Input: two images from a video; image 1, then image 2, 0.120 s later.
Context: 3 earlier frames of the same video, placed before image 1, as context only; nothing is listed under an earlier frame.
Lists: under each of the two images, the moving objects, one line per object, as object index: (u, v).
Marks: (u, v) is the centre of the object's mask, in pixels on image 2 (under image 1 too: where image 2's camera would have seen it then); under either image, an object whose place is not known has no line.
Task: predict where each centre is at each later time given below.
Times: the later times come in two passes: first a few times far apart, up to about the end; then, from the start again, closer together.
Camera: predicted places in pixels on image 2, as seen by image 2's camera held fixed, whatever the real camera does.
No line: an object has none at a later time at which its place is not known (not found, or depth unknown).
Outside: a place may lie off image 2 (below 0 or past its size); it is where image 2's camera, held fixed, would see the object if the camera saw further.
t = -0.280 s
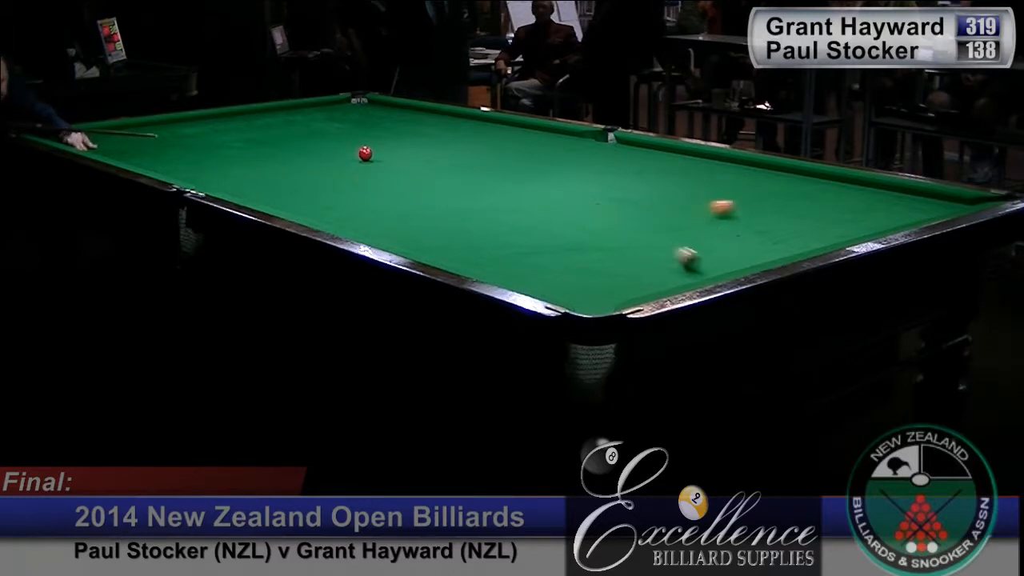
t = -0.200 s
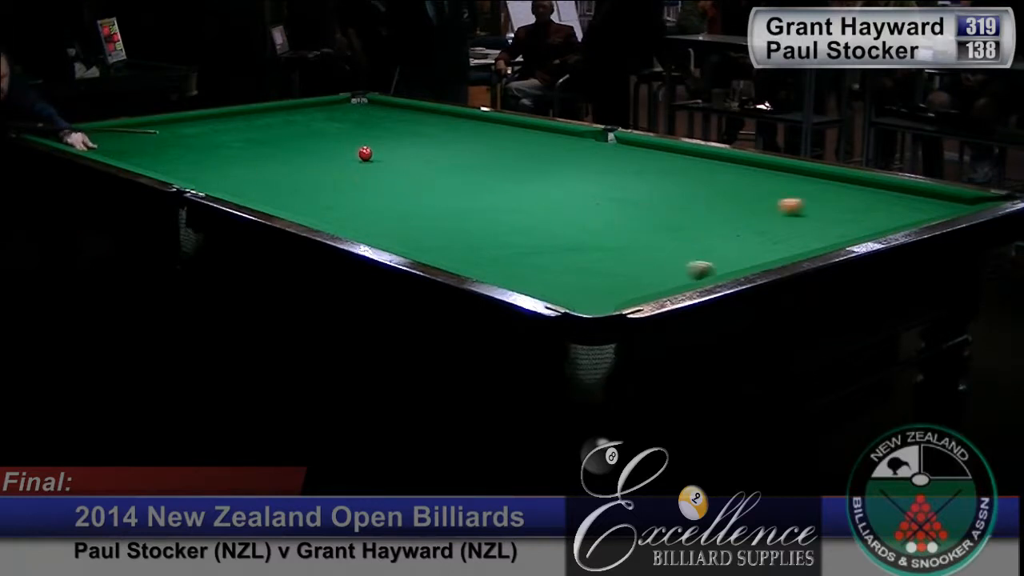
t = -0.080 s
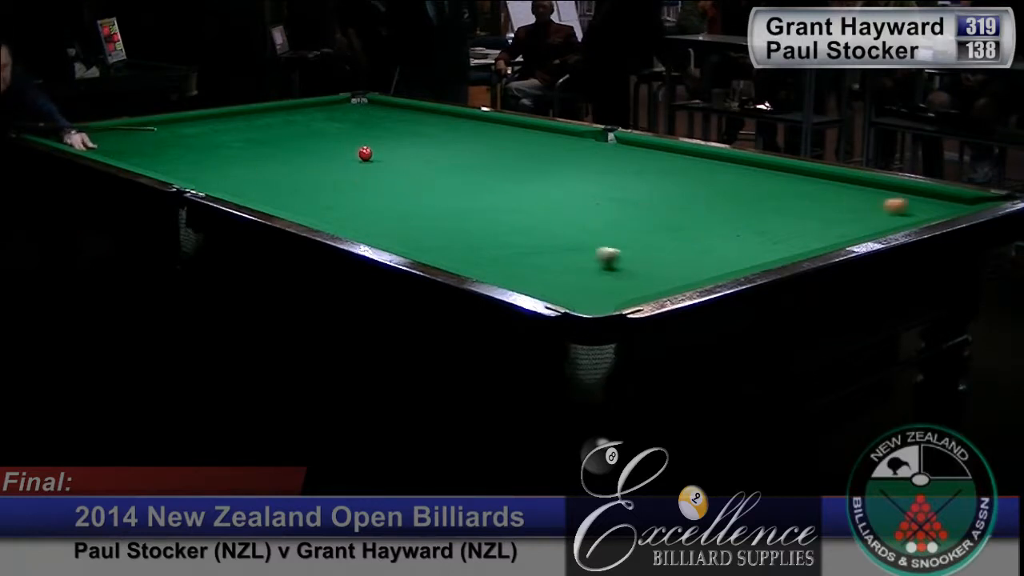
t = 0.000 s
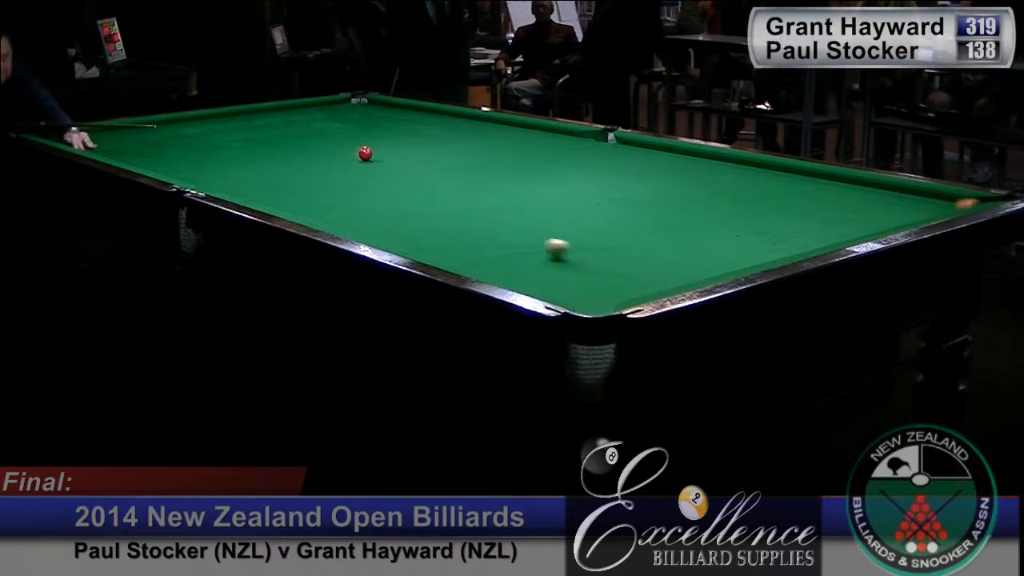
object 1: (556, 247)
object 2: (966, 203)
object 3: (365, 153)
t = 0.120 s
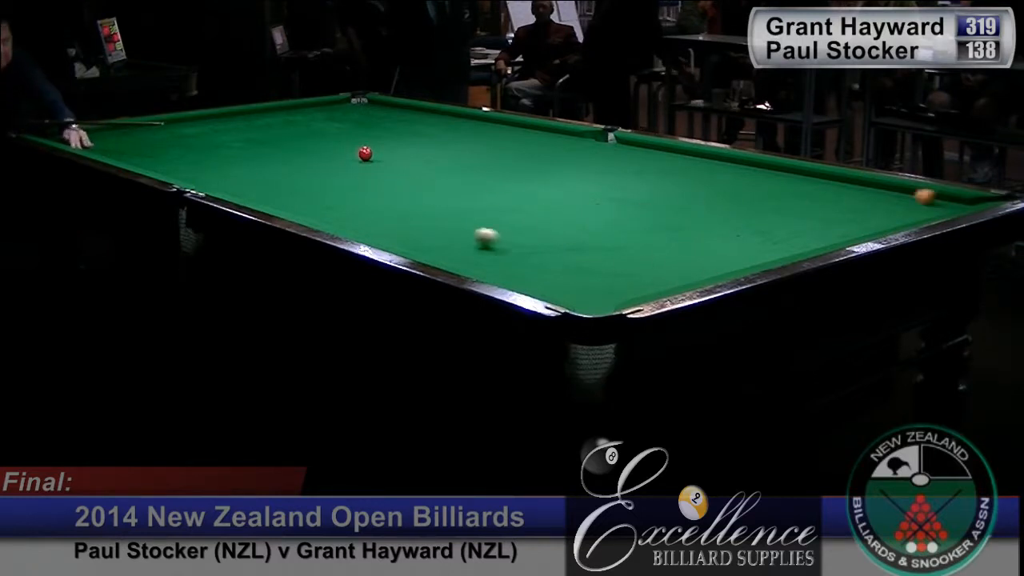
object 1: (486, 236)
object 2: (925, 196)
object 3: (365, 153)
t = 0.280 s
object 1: (401, 223)
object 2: (837, 193)
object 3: (365, 153)
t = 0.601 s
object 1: (258, 199)
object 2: (685, 187)
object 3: (365, 153)
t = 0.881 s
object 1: (204, 181)
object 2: (557, 182)
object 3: (365, 153)
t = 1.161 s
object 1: (170, 164)
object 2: (436, 179)
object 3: (365, 153)
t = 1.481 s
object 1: (136, 147)
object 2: (308, 175)
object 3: (365, 153)
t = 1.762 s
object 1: (112, 135)
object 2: (205, 173)
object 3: (365, 153)
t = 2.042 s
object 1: (108, 129)
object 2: (156, 165)
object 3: (365, 153)
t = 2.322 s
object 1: (146, 133)
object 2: (161, 157)
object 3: (365, 153)
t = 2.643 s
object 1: (189, 137)
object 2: (166, 147)
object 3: (365, 153)
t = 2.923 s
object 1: (227, 141)
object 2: (170, 139)
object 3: (365, 153)
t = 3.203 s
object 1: (267, 145)
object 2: (174, 132)
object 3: (365, 153)
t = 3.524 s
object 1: (313, 150)
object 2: (177, 126)
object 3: (365, 153)
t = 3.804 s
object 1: (352, 154)
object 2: (180, 121)
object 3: (367, 153)
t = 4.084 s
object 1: (362, 159)
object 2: (190, 117)
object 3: (392, 152)
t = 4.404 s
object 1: (374, 165)
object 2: (210, 118)
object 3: (416, 152)
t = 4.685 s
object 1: (384, 171)
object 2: (226, 119)
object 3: (436, 151)
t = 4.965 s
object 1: (395, 176)
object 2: (240, 119)
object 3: (454, 151)
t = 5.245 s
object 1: (404, 180)
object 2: (253, 120)
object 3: (469, 151)
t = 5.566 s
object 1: (415, 186)
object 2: (265, 120)
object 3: (485, 151)
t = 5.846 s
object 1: (424, 190)
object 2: (273, 120)
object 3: (497, 150)
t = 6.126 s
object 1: (432, 195)
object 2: (281, 120)
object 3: (506, 150)
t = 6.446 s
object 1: (441, 199)
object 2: (287, 121)
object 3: (514, 150)
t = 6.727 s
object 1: (448, 203)
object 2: (292, 121)
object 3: (519, 149)
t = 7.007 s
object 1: (455, 206)
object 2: (294, 120)
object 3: (523, 149)
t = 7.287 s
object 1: (461, 208)
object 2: (294, 120)
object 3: (524, 149)
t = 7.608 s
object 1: (466, 211)
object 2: (294, 120)
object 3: (524, 149)
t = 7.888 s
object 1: (469, 212)
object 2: (294, 120)
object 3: (524, 149)
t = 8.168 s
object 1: (472, 212)
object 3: (524, 149)
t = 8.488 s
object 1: (473, 214)
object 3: (524, 149)
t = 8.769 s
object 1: (473, 214)
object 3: (524, 149)
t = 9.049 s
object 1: (473, 214)
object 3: (524, 149)
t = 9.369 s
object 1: (473, 214)
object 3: (524, 149)
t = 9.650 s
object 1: (473, 214)
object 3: (524, 149)
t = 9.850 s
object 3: (525, 149)
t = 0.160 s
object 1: (464, 233)
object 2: (900, 195)
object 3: (365, 153)
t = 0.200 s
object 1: (442, 229)
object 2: (878, 194)
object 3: (365, 153)
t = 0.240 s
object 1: (421, 226)
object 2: (857, 194)
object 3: (365, 153)
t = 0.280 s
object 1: (401, 223)
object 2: (837, 193)
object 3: (365, 153)
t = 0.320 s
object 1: (381, 220)
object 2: (818, 192)
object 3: (365, 153)
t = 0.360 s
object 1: (362, 217)
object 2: (798, 191)
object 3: (365, 153)
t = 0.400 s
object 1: (343, 214)
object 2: (780, 190)
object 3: (365, 153)
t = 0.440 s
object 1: (325, 212)
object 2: (760, 190)
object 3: (365, 153)
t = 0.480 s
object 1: (308, 208)
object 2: (741, 189)
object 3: (365, 153)
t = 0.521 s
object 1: (290, 205)
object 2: (722, 188)
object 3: (365, 153)
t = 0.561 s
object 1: (273, 201)
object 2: (703, 187)
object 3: (365, 153)
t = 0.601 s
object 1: (258, 199)
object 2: (685, 187)
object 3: (365, 153)
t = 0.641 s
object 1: (242, 195)
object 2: (666, 186)
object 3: (365, 153)
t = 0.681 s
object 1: (233, 192)
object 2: (648, 185)
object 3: (365, 153)
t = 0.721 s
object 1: (227, 190)
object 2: (629, 185)
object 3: (365, 153)
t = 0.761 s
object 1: (221, 187)
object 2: (611, 184)
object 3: (365, 153)
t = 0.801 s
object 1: (215, 185)
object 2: (593, 184)
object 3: (365, 153)
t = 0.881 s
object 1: (204, 181)
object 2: (557, 182)
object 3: (365, 153)
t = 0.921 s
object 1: (199, 178)
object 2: (539, 182)
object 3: (365, 153)
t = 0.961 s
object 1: (194, 175)
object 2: (522, 181)
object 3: (365, 153)
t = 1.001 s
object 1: (189, 173)
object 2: (504, 181)
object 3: (365, 153)
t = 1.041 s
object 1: (183, 170)
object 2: (486, 180)
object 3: (365, 153)
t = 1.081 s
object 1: (178, 168)
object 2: (470, 179)
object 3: (365, 153)
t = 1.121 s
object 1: (174, 166)
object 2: (453, 179)
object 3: (365, 153)
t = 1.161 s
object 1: (170, 164)
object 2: (436, 179)
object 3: (365, 153)
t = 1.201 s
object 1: (165, 161)
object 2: (419, 178)
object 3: (365, 153)
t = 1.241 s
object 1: (161, 159)
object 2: (403, 178)
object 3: (365, 153)
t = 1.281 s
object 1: (156, 157)
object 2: (386, 177)
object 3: (365, 153)
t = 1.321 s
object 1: (152, 155)
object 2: (370, 177)
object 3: (365, 153)
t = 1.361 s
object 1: (148, 153)
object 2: (354, 176)
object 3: (365, 153)
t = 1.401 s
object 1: (144, 151)
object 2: (339, 176)
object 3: (365, 153)
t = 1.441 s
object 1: (140, 149)
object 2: (323, 176)
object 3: (365, 153)
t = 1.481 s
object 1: (136, 147)
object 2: (308, 175)
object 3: (365, 153)
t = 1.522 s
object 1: (132, 145)
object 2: (292, 175)
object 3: (365, 153)
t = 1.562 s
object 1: (129, 144)
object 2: (278, 174)
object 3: (365, 153)
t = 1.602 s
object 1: (125, 142)
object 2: (263, 174)
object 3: (365, 153)
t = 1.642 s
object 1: (122, 140)
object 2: (248, 174)
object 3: (365, 153)
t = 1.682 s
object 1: (118, 138)
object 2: (234, 174)
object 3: (365, 153)
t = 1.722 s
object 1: (115, 137)
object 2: (219, 173)
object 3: (365, 153)
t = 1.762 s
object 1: (112, 135)
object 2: (205, 173)
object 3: (365, 153)
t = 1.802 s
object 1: (108, 134)
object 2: (191, 173)
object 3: (365, 153)
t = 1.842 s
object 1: (105, 132)
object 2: (178, 172)
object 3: (365, 153)
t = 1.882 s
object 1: (102, 131)
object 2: (164, 170)
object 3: (365, 153)
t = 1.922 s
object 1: (100, 129)
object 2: (151, 168)
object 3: (365, 153)
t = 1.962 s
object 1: (97, 128)
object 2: (152, 167)
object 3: (365, 153)
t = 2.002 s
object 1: (103, 128)
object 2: (154, 167)
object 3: (365, 153)
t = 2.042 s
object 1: (108, 129)
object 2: (156, 165)
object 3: (365, 153)
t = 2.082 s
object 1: (114, 130)
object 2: (157, 164)
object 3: (365, 153)
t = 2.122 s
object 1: (119, 130)
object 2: (158, 164)
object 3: (365, 153)
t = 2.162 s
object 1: (124, 130)
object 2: (158, 162)
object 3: (365, 153)
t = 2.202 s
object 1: (129, 131)
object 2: (158, 161)
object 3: (365, 153)
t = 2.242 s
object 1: (135, 132)
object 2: (159, 160)
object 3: (365, 153)
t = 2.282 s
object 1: (140, 132)
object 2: (160, 158)
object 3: (365, 153)
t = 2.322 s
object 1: (146, 133)
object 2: (161, 157)
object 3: (365, 153)
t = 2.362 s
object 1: (151, 133)
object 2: (161, 156)
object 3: (365, 153)
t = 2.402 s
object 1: (156, 134)
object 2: (163, 154)
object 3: (365, 153)
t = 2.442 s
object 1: (161, 134)
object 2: (164, 153)
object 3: (365, 153)
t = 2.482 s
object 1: (167, 135)
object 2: (164, 151)
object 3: (365, 153)
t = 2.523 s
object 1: (173, 135)
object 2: (165, 150)
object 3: (365, 153)
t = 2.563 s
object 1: (178, 136)
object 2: (165, 149)
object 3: (365, 153)
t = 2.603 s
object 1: (183, 136)
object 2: (166, 148)
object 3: (365, 153)
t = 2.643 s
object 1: (189, 137)
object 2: (166, 147)
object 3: (365, 153)
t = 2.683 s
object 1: (194, 137)
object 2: (167, 145)
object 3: (365, 153)
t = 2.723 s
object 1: (200, 138)
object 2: (168, 144)
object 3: (365, 153)
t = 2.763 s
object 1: (205, 139)
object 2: (169, 143)
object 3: (365, 153)
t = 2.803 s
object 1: (211, 139)
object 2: (169, 142)
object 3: (365, 153)
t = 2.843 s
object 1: (216, 140)
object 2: (169, 141)
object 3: (365, 153)
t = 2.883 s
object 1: (222, 140)
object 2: (170, 140)
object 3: (365, 153)
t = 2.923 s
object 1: (227, 141)
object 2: (170, 139)
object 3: (365, 153)
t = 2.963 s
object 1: (233, 142)
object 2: (171, 138)
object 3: (365, 153)
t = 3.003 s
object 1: (238, 142)
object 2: (171, 137)
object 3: (365, 153)
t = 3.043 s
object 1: (244, 143)
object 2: (171, 136)
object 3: (365, 153)
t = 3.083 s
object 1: (250, 143)
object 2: (172, 135)
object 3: (365, 153)
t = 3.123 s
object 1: (255, 144)
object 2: (173, 134)
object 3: (365, 153)
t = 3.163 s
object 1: (261, 145)
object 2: (173, 133)
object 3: (365, 153)
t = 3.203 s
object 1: (267, 145)
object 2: (174, 132)
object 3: (365, 153)
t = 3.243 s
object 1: (273, 146)
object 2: (175, 131)
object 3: (365, 153)
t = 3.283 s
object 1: (278, 146)
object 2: (175, 130)
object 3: (365, 153)
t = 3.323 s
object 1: (284, 147)
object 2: (175, 129)
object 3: (365, 153)
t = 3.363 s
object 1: (290, 147)
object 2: (176, 129)
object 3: (365, 153)
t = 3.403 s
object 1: (295, 148)
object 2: (176, 128)
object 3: (365, 153)
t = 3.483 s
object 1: (307, 149)
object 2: (177, 126)
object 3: (365, 153)
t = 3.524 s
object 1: (313, 150)
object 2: (177, 126)
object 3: (365, 153)
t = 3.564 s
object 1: (319, 150)
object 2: (178, 125)
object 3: (365, 153)
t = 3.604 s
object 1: (324, 151)
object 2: (178, 124)
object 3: (365, 153)
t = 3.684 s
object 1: (336, 152)
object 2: (179, 122)
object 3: (365, 153)
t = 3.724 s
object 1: (342, 153)
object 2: (179, 122)
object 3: (365, 153)
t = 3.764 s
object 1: (348, 153)
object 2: (180, 121)
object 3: (365, 153)
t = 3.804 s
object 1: (352, 154)
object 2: (180, 121)
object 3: (367, 153)
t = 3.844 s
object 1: (352, 155)
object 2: (181, 120)
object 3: (371, 153)
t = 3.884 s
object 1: (354, 155)
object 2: (181, 119)
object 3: (375, 153)
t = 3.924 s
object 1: (356, 156)
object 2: (182, 118)
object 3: (378, 153)
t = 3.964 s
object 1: (357, 157)
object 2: (182, 118)
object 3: (382, 153)
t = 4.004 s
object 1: (359, 158)
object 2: (184, 118)
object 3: (385, 153)
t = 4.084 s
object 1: (362, 159)
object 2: (190, 117)
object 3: (392, 152)
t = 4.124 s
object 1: (364, 160)
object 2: (193, 118)
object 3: (395, 152)
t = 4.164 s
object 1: (365, 161)
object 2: (195, 118)
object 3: (398, 152)
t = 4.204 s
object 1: (366, 162)
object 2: (198, 118)
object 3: (401, 152)
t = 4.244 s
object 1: (368, 162)
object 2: (200, 118)
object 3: (405, 152)
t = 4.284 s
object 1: (369, 163)
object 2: (202, 118)
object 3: (408, 152)
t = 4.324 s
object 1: (371, 164)
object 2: (205, 118)
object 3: (411, 152)
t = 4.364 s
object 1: (372, 165)
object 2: (208, 118)
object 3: (413, 152)
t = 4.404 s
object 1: (374, 165)
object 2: (210, 118)
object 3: (416, 152)
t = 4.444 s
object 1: (375, 166)
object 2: (212, 118)
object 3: (419, 152)
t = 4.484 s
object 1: (377, 167)
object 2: (215, 119)
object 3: (422, 152)
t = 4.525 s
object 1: (379, 167)
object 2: (217, 119)
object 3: (425, 152)
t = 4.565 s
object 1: (380, 168)
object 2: (220, 119)
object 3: (428, 152)
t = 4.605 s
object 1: (381, 169)
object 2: (222, 119)
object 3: (431, 152)
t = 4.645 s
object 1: (383, 170)
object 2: (224, 119)
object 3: (433, 152)
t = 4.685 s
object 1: (384, 171)
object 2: (226, 119)
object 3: (436, 151)
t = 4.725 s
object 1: (386, 171)
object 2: (228, 119)
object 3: (439, 151)
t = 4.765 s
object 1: (387, 172)
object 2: (230, 119)
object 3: (441, 151)
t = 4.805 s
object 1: (389, 173)
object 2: (232, 119)
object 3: (444, 151)
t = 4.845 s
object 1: (390, 174)
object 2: (234, 119)
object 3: (447, 151)
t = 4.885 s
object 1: (392, 174)
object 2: (236, 119)
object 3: (449, 151)
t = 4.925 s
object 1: (393, 175)
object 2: (238, 119)
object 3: (451, 151)
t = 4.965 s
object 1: (395, 176)
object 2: (240, 119)
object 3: (454, 151)
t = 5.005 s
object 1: (396, 177)
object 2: (242, 119)
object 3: (456, 151)
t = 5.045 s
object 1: (397, 177)
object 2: (244, 119)
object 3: (458, 151)
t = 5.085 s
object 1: (399, 178)
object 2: (245, 120)
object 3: (461, 151)
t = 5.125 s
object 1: (400, 178)
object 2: (248, 120)
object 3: (463, 151)
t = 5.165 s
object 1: (402, 179)
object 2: (250, 119)
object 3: (465, 151)
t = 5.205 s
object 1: (403, 180)
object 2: (251, 120)
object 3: (467, 151)
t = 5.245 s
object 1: (404, 180)
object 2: (253, 120)
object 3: (469, 151)
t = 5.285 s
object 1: (406, 181)
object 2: (255, 120)
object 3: (472, 151)
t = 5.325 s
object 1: (407, 182)
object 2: (256, 120)
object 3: (474, 151)
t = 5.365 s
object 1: (409, 182)
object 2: (257, 120)
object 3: (476, 151)
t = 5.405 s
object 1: (410, 183)
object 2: (259, 120)
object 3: (478, 151)
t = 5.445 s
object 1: (411, 184)
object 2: (261, 120)
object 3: (479, 151)
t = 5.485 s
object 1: (413, 184)
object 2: (262, 120)
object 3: (481, 151)
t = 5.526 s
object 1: (414, 185)
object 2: (263, 120)
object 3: (483, 151)
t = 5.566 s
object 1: (415, 186)
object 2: (265, 120)
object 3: (485, 151)
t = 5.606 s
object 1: (416, 186)
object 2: (267, 120)
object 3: (487, 150)
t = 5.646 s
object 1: (418, 187)
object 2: (268, 120)
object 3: (489, 150)
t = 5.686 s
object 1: (419, 188)
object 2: (269, 120)
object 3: (490, 150)
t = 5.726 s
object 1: (421, 189)
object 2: (270, 120)
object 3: (492, 151)
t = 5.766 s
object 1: (422, 189)
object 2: (272, 120)
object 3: (493, 150)
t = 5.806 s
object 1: (423, 190)
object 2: (272, 120)
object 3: (495, 150)
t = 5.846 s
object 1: (424, 190)
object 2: (273, 120)
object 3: (497, 150)
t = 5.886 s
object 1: (425, 191)
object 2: (275, 120)
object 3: (498, 150)
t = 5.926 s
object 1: (427, 191)
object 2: (275, 120)
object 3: (499, 150)
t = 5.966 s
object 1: (428, 192)
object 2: (277, 120)
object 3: (501, 150)
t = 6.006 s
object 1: (429, 193)
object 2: (278, 120)
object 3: (502, 150)
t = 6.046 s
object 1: (430, 193)
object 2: (279, 121)
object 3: (503, 150)
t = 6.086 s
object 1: (431, 194)
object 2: (280, 121)
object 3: (505, 150)
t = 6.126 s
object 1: (432, 195)
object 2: (281, 120)
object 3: (506, 150)
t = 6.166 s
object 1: (433, 195)
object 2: (282, 121)
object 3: (507, 150)
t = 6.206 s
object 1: (434, 196)
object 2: (283, 121)
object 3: (508, 150)
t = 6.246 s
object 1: (435, 196)
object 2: (284, 121)
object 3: (509, 150)
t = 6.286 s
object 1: (437, 197)
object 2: (285, 120)
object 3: (511, 150)
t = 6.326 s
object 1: (438, 198)
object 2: (285, 120)
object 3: (511, 150)
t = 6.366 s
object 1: (439, 198)
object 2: (286, 120)
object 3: (512, 150)
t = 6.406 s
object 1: (440, 198)
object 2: (286, 120)
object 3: (513, 150)
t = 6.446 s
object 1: (441, 199)
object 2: (287, 121)
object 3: (514, 150)
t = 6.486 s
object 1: (442, 199)
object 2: (288, 120)
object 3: (515, 150)
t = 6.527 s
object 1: (443, 200)
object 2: (289, 120)
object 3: (516, 150)
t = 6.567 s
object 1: (444, 200)
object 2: (289, 120)
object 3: (517, 149)
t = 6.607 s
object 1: (445, 201)
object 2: (290, 120)
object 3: (517, 149)
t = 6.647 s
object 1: (446, 202)
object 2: (291, 121)
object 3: (518, 149)
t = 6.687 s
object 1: (447, 202)
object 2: (291, 120)
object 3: (519, 149)
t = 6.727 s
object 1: (448, 203)
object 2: (292, 121)
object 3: (519, 149)
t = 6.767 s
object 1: (449, 203)
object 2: (292, 121)
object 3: (520, 149)
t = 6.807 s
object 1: (450, 203)
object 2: (292, 121)
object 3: (521, 149)
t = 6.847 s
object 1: (451, 204)
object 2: (293, 121)
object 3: (521, 149)
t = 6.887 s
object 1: (452, 204)
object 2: (293, 121)
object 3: (521, 149)
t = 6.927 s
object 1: (453, 205)
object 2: (293, 120)
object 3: (522, 149)
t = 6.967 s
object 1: (454, 205)
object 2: (293, 120)
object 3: (523, 149)
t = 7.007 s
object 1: (455, 206)
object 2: (294, 120)
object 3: (523, 149)
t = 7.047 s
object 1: (456, 206)
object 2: (294, 120)
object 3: (523, 149)
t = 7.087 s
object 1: (457, 207)
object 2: (294, 120)
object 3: (524, 149)
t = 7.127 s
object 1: (458, 207)
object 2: (294, 120)
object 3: (524, 149)
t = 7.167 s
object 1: (458, 207)
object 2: (294, 120)
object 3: (524, 149)
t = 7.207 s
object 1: (459, 208)
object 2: (294, 120)
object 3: (524, 149)
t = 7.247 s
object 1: (460, 208)
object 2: (294, 120)
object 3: (524, 149)
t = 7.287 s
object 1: (461, 208)
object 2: (294, 120)
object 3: (524, 149)
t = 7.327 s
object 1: (461, 209)
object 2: (294, 120)
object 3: (525, 149)
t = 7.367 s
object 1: (462, 209)
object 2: (294, 120)
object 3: (525, 149)
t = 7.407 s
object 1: (463, 209)
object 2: (294, 120)
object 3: (525, 149)
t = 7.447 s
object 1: (463, 209)
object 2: (294, 120)
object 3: (525, 149)
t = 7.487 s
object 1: (464, 210)
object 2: (294, 120)
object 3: (525, 149)
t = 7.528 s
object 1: (465, 210)
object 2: (294, 120)
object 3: (525, 149)
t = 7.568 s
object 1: (465, 210)
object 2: (294, 120)
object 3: (524, 149)
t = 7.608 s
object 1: (466, 211)
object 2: (294, 120)
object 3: (524, 149)
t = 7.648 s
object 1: (467, 211)
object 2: (294, 120)
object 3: (524, 149)
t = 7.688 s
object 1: (467, 211)
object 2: (294, 120)
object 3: (524, 149)
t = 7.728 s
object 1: (468, 211)
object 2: (294, 120)
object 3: (524, 149)
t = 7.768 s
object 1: (468, 211)
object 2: (294, 120)
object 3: (524, 149)
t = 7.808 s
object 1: (469, 211)
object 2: (294, 120)
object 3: (524, 149)
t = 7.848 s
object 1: (469, 212)
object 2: (294, 120)
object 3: (524, 149)
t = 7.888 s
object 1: (469, 212)
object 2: (294, 120)
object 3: (524, 149)
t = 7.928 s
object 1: (470, 212)
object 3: (524, 149)
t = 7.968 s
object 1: (470, 212)
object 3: (524, 149)
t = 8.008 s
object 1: (470, 212)
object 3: (524, 149)
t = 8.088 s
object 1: (471, 212)
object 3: (524, 149)
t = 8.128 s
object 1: (471, 213)
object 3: (524, 149)
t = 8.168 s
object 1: (472, 212)
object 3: (524, 149)
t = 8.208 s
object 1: (472, 213)
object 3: (524, 149)
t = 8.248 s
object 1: (472, 213)
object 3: (524, 149)
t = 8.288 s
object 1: (473, 213)
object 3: (524, 149)
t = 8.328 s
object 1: (473, 213)
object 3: (524, 149)
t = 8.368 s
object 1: (473, 213)
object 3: (524, 149)
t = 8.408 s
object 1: (473, 213)
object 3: (524, 149)
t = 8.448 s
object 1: (473, 213)
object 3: (524, 149)
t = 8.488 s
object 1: (473, 214)
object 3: (524, 149)
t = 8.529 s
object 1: (474, 213)
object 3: (524, 149)
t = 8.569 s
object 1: (473, 214)
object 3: (524, 149)
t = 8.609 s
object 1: (473, 214)
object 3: (524, 149)
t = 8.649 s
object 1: (474, 213)
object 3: (524, 149)
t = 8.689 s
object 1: (474, 213)
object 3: (524, 149)
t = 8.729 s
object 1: (473, 214)
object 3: (524, 149)
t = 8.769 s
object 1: (473, 214)
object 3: (524, 149)
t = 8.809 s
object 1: (473, 214)
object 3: (524, 149)
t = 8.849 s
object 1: (473, 214)
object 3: (524, 149)
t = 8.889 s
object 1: (473, 214)
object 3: (524, 149)
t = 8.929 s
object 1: (473, 214)
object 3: (524, 149)
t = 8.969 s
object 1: (473, 214)
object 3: (524, 149)
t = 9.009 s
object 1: (473, 214)
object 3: (524, 149)
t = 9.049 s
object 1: (473, 214)
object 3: (524, 149)
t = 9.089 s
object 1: (473, 214)
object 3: (524, 149)
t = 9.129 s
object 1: (473, 214)
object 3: (525, 149)
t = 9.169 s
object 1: (473, 214)
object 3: (525, 149)
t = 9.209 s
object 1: (473, 214)
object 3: (524, 149)
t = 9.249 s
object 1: (473, 214)
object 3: (524, 149)
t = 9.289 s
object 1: (473, 214)
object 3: (524, 149)
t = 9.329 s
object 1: (473, 214)
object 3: (524, 149)
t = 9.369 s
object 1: (473, 214)
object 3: (524, 149)
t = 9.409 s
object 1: (473, 214)
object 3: (524, 149)
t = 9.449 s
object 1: (473, 214)
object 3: (524, 149)
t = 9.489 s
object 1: (473, 214)
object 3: (524, 149)
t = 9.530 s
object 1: (473, 214)
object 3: (524, 149)
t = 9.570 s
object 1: (473, 214)
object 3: (524, 149)
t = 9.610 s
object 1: (473, 214)
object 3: (524, 149)
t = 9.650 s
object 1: (473, 214)
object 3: (524, 149)
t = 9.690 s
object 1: (473, 214)
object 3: (524, 149)
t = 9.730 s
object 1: (475, 214)
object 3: (524, 149)
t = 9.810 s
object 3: (524, 149)
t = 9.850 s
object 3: (525, 149)
